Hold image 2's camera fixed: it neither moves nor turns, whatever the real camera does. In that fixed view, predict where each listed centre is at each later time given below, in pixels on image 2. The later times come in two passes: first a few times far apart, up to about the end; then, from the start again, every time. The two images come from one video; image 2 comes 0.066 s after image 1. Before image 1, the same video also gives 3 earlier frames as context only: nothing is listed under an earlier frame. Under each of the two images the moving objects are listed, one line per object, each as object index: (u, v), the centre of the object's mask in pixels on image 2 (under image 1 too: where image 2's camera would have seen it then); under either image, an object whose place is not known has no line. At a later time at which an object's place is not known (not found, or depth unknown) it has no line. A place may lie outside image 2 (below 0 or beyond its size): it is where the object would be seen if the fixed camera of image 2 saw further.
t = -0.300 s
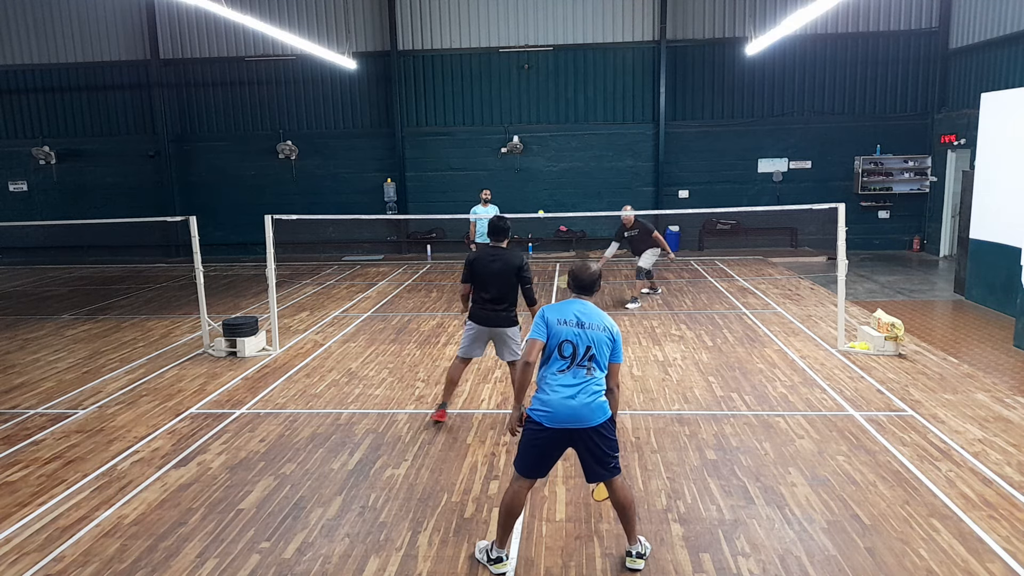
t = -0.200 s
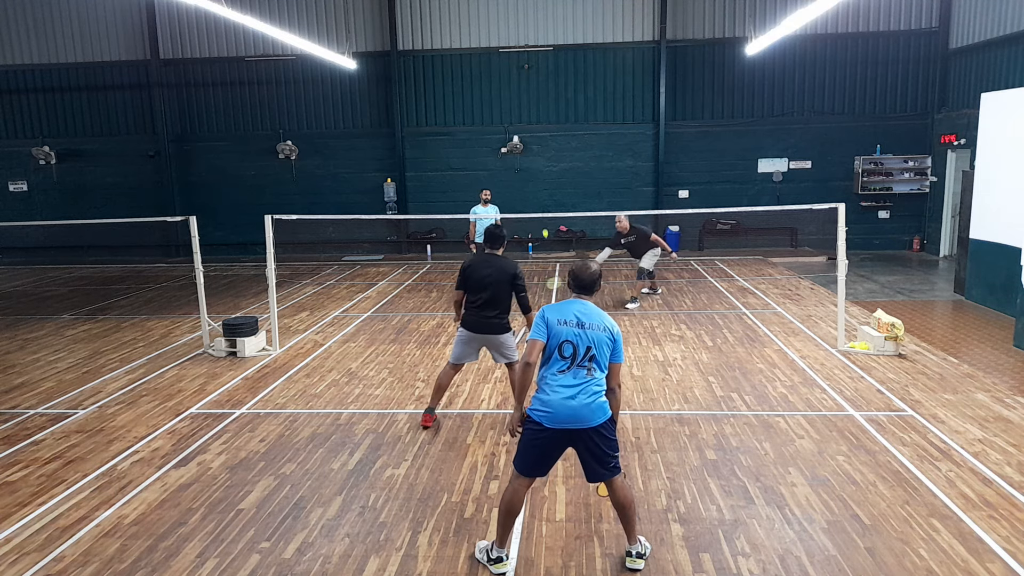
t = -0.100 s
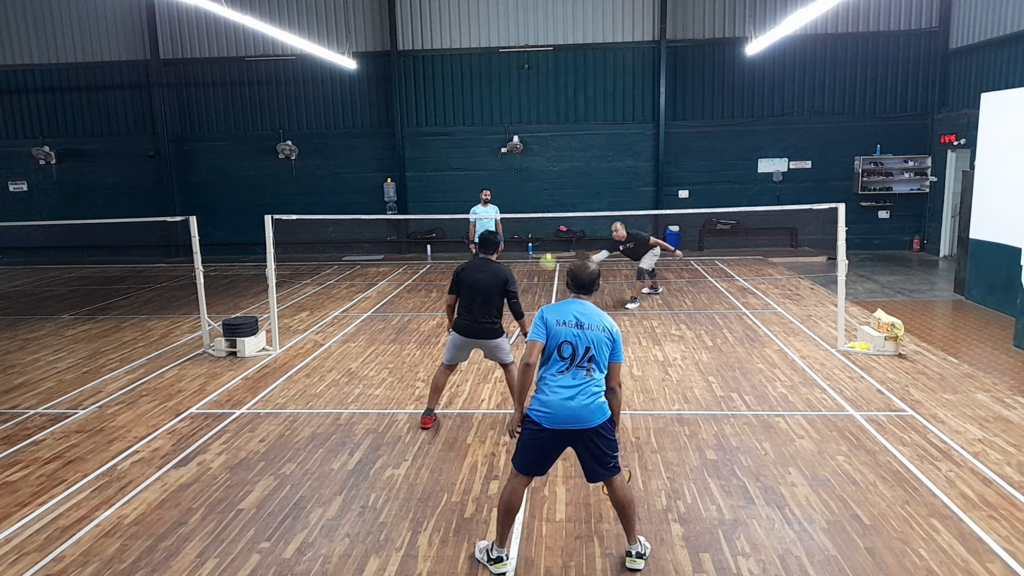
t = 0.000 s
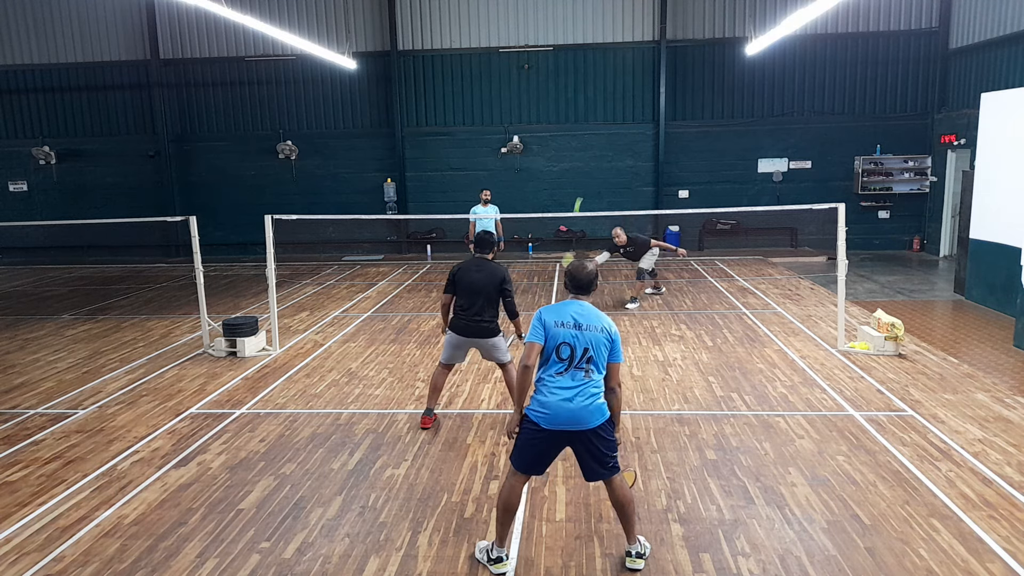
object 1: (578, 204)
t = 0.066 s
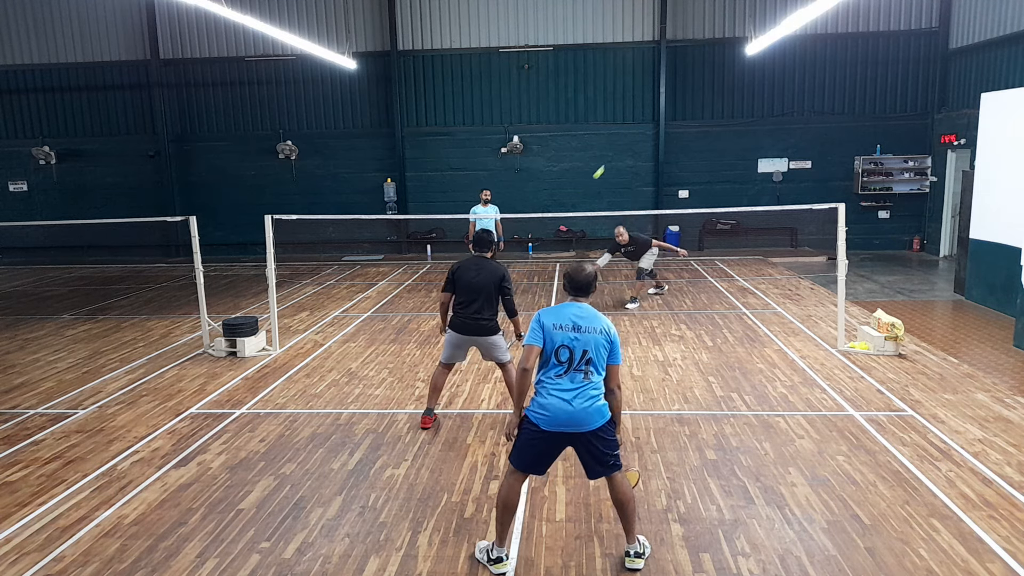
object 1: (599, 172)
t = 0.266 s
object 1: (664, 94)
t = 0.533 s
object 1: (760, 54)
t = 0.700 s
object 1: (822, 75)
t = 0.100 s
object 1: (610, 157)
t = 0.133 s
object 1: (621, 142)
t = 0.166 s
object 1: (631, 128)
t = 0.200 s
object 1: (642, 116)
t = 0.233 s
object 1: (653, 105)
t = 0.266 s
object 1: (664, 94)
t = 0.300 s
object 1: (676, 85)
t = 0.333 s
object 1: (687, 77)
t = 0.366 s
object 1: (699, 70)
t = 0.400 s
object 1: (710, 64)
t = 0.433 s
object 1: (722, 59)
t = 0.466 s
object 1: (734, 56)
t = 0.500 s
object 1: (744, 55)
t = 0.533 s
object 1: (760, 54)
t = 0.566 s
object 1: (771, 54)
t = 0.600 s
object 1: (784, 57)
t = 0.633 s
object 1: (796, 61)
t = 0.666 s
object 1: (809, 67)
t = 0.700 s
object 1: (822, 75)
